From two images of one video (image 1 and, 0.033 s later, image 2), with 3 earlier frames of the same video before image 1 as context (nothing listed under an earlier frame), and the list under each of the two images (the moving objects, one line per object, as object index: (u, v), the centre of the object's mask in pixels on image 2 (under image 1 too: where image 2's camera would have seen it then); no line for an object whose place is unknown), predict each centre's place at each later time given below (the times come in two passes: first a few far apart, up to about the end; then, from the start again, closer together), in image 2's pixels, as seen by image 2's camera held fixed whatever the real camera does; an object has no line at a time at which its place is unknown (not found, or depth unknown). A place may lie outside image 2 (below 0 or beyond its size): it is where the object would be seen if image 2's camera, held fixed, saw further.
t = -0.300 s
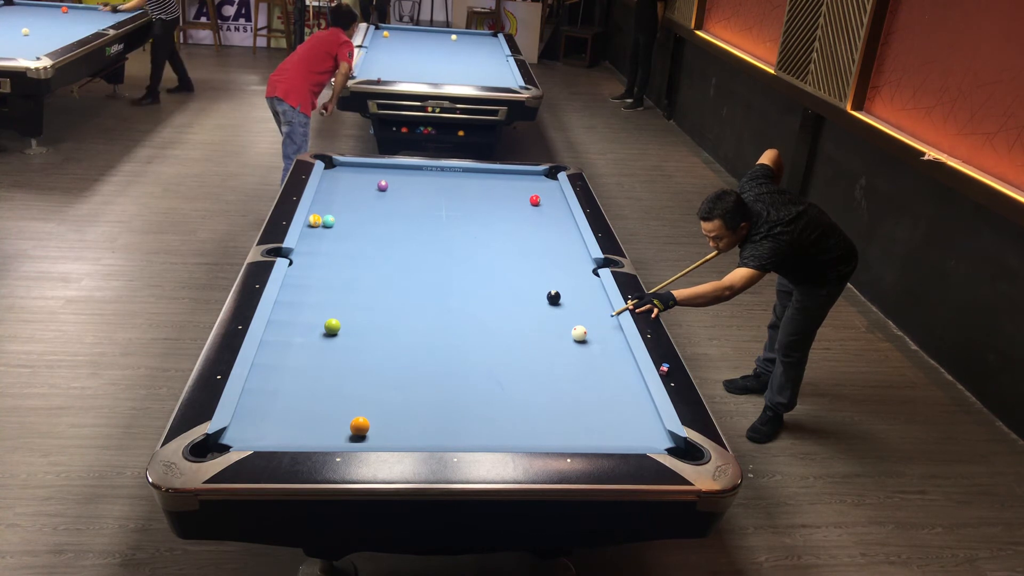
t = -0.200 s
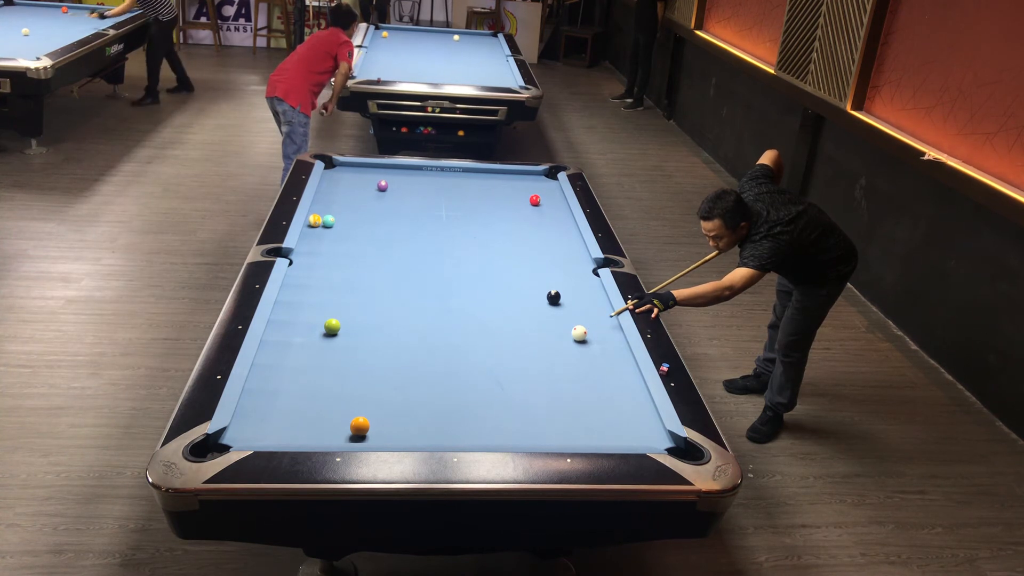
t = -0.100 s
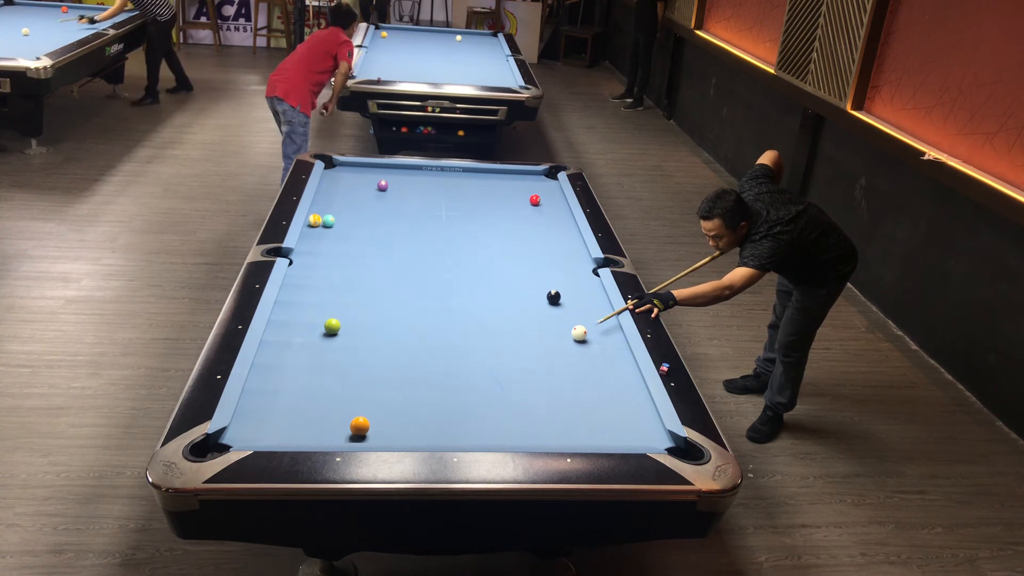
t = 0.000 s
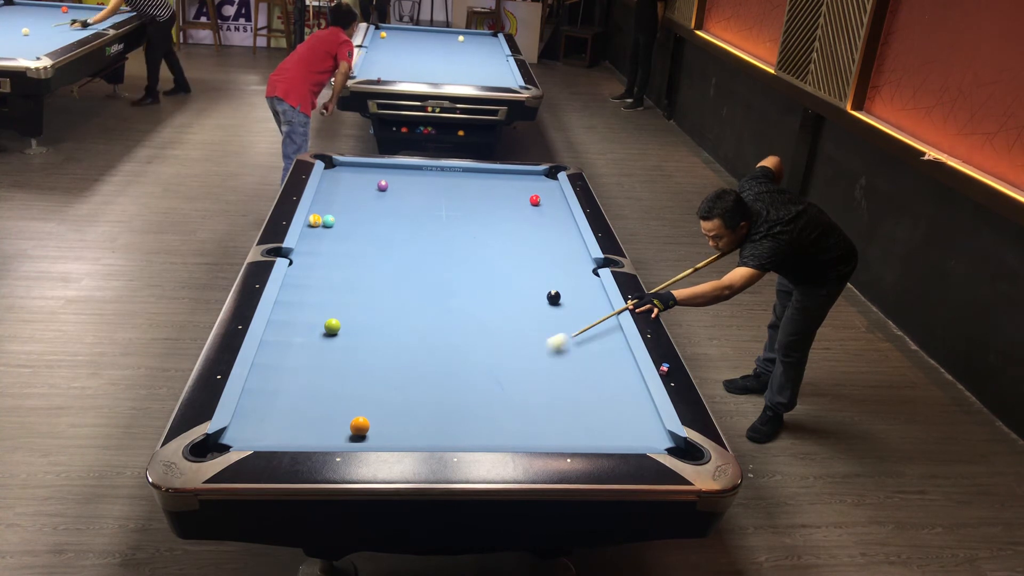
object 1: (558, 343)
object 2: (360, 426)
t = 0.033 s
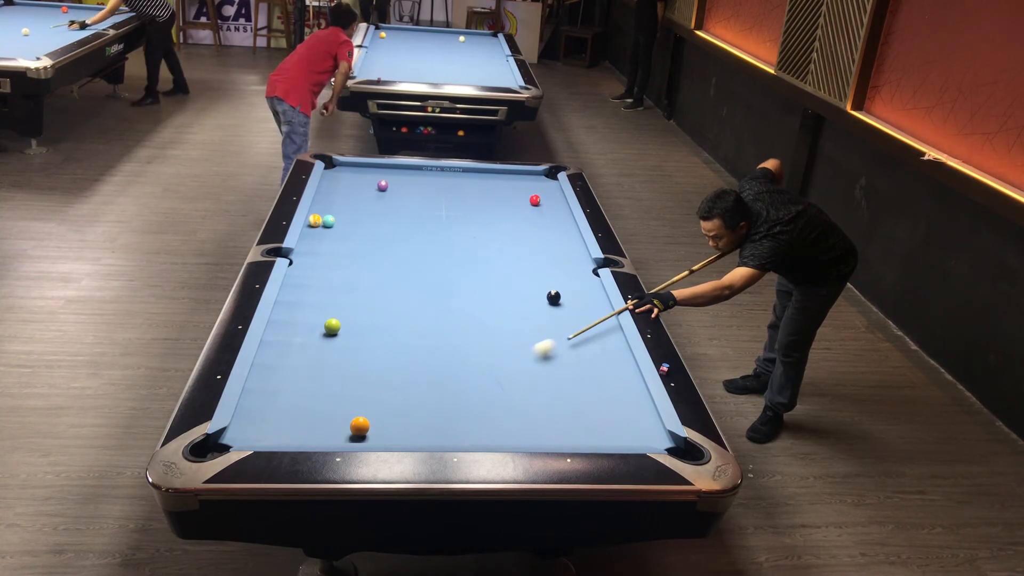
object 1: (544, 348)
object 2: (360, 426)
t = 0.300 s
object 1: (439, 396)
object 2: (360, 426)
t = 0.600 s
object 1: (381, 432)
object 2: (284, 432)
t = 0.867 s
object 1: (383, 411)
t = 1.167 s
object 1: (384, 391)
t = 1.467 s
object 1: (385, 374)
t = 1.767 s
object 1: (386, 360)
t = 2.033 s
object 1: (386, 348)
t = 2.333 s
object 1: (385, 338)
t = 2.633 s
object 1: (385, 329)
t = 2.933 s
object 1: (385, 321)
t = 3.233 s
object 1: (385, 315)
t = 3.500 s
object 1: (385, 310)
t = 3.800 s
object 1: (384, 306)
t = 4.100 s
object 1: (383, 303)
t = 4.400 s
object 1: (383, 301)
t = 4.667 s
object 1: (383, 300)
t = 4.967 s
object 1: (383, 300)
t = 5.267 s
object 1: (382, 299)
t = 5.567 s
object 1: (382, 299)
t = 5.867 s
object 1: (382, 299)
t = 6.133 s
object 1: (382, 299)
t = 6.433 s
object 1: (382, 299)
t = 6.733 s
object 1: (382, 299)
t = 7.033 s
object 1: (382, 299)
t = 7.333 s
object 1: (382, 300)
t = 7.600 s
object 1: (382, 300)
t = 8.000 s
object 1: (384, 299)
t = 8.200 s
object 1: (382, 300)
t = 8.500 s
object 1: (382, 300)
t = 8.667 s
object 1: (382, 300)
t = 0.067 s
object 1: (531, 354)
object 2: (360, 426)
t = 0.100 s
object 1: (518, 360)
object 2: (360, 426)
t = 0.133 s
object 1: (506, 366)
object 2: (360, 426)
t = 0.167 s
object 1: (493, 372)
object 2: (360, 426)
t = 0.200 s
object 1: (480, 378)
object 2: (360, 426)
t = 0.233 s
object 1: (466, 384)
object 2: (360, 426)
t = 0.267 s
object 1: (453, 390)
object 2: (360, 426)
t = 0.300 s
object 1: (439, 396)
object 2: (360, 426)
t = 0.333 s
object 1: (425, 403)
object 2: (360, 426)
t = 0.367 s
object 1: (410, 410)
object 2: (360, 426)
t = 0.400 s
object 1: (394, 418)
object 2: (360, 426)
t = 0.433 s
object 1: (380, 425)
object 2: (357, 424)
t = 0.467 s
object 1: (379, 432)
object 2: (342, 426)
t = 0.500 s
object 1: (379, 435)
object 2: (327, 428)
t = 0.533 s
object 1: (379, 436)
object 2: (312, 429)
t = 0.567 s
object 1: (381, 434)
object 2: (297, 430)
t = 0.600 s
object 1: (381, 432)
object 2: (284, 432)
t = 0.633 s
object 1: (382, 430)
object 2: (272, 432)
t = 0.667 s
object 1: (382, 426)
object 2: (260, 433)
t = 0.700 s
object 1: (383, 424)
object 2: (248, 434)
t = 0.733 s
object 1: (383, 421)
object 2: (237, 436)
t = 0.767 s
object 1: (383, 418)
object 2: (226, 438)
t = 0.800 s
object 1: (383, 416)
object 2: (220, 444)
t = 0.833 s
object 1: (383, 414)
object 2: (217, 451)
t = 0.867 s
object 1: (383, 411)
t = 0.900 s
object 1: (383, 409)
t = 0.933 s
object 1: (383, 406)
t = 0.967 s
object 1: (384, 404)
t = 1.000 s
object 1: (384, 402)
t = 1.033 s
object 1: (384, 399)
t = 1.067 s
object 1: (384, 397)
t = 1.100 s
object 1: (384, 395)
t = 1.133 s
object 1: (384, 393)
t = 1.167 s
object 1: (384, 391)
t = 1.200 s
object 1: (384, 389)
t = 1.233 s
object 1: (384, 387)
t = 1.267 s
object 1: (385, 385)
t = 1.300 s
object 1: (385, 383)
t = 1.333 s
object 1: (385, 381)
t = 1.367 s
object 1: (385, 379)
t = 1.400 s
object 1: (385, 378)
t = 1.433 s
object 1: (385, 376)
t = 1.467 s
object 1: (385, 374)
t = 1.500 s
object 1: (385, 372)
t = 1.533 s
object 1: (385, 371)
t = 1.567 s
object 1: (385, 369)
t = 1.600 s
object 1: (385, 367)
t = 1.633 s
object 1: (386, 366)
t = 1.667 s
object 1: (385, 364)
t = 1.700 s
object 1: (386, 363)
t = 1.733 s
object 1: (386, 361)
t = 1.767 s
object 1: (386, 360)
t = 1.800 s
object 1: (386, 358)
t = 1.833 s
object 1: (386, 357)
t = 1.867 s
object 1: (386, 355)
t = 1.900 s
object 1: (386, 354)
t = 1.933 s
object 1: (386, 352)
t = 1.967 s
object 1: (386, 351)
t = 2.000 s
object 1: (385, 350)
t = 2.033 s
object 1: (386, 348)
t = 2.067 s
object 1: (385, 347)
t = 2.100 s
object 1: (386, 346)
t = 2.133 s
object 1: (385, 345)
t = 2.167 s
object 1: (385, 344)
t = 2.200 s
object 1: (385, 342)
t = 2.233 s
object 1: (385, 341)
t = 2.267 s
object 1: (385, 340)
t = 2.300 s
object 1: (385, 339)
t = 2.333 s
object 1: (385, 338)
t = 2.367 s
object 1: (385, 337)
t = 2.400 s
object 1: (385, 335)
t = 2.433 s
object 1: (385, 334)
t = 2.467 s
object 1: (385, 333)
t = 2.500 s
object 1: (385, 333)
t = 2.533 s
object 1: (385, 331)
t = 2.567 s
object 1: (385, 330)
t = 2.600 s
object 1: (385, 329)
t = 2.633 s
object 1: (385, 329)
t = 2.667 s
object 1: (385, 328)
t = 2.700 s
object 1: (385, 327)
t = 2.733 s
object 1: (385, 326)
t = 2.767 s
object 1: (385, 325)
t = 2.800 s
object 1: (385, 324)
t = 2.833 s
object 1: (385, 324)
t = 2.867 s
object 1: (385, 323)
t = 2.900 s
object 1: (385, 322)
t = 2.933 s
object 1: (385, 321)
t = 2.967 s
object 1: (385, 320)
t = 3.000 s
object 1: (385, 320)
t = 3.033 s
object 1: (385, 319)
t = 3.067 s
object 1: (385, 318)
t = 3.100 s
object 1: (385, 317)
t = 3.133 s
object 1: (385, 317)
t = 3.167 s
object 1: (385, 316)
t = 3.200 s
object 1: (385, 315)
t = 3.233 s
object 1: (385, 315)
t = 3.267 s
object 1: (385, 314)
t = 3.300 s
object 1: (385, 314)
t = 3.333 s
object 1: (385, 313)
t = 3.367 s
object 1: (385, 312)
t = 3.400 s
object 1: (385, 312)
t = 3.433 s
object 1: (385, 311)
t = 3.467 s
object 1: (385, 311)
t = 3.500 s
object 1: (385, 310)
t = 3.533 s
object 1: (385, 310)
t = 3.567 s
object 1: (385, 309)
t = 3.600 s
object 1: (385, 309)
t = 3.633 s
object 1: (385, 309)
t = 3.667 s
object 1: (384, 308)
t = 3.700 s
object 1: (385, 308)
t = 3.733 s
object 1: (384, 307)
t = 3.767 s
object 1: (384, 307)
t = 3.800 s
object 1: (384, 306)
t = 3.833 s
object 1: (384, 306)
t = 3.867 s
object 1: (384, 305)
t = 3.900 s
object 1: (384, 305)
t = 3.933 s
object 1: (384, 305)
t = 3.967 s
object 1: (384, 304)
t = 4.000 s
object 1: (384, 304)
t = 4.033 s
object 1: (384, 304)
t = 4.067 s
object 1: (384, 303)
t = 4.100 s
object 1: (383, 303)
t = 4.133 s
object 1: (383, 303)
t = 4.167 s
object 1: (383, 303)
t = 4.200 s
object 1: (383, 302)
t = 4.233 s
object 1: (383, 302)
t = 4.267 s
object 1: (383, 302)
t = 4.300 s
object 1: (383, 302)
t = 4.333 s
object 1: (383, 302)
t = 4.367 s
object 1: (383, 301)
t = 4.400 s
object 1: (383, 301)
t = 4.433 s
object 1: (383, 301)
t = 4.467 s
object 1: (383, 301)
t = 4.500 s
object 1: (383, 301)
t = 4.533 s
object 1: (383, 300)
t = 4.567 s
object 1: (383, 300)
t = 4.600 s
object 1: (383, 300)
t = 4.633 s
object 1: (383, 300)
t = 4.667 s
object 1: (383, 300)
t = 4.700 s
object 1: (383, 300)
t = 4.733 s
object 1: (383, 300)
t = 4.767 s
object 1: (383, 300)
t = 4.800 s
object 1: (382, 300)
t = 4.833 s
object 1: (382, 300)
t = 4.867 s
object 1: (383, 300)
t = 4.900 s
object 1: (382, 300)
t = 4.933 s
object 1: (382, 299)
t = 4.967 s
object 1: (383, 300)
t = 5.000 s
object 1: (383, 299)
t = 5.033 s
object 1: (383, 299)
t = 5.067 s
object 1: (382, 299)
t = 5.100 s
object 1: (382, 299)
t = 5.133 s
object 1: (382, 299)
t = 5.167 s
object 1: (382, 299)
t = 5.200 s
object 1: (382, 299)
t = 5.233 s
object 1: (382, 299)
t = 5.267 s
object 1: (382, 299)
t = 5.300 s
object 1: (382, 299)
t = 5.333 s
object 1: (382, 299)
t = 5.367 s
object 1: (382, 299)
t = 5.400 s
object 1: (382, 299)
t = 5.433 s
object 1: (382, 299)
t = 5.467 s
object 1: (382, 299)
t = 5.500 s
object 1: (382, 299)
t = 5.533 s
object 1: (382, 299)
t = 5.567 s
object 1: (382, 299)
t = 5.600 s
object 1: (382, 299)
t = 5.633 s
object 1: (382, 299)
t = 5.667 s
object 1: (382, 299)
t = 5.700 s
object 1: (382, 299)
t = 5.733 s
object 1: (382, 299)
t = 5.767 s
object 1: (382, 299)
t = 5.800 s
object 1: (382, 299)
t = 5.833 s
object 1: (382, 299)
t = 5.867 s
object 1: (382, 299)
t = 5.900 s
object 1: (382, 299)
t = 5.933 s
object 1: (382, 299)
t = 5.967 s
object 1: (382, 299)
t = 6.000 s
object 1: (382, 299)
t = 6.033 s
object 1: (382, 299)
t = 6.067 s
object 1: (382, 299)
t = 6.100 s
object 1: (382, 299)
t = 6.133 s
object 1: (382, 299)
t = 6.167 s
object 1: (382, 299)
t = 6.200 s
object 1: (382, 299)
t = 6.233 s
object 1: (382, 299)
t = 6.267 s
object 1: (382, 299)
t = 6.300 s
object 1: (382, 299)
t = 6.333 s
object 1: (382, 299)
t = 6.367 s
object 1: (382, 299)
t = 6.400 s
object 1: (382, 299)
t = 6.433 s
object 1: (382, 299)
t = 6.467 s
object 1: (382, 299)
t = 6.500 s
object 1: (382, 299)
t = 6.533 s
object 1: (382, 299)
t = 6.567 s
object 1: (382, 299)
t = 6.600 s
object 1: (382, 299)
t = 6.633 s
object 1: (382, 299)
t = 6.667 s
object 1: (383, 299)
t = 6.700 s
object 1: (382, 299)
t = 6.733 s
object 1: (382, 299)
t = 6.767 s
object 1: (382, 299)
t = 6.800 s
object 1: (382, 299)
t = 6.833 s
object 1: (383, 299)
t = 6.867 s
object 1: (383, 299)
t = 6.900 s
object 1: (383, 299)
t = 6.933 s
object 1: (382, 299)
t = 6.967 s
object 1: (382, 299)
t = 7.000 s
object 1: (383, 299)
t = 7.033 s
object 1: (382, 299)
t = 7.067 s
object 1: (383, 299)
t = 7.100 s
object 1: (382, 299)
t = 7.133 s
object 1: (382, 300)
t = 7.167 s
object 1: (382, 300)
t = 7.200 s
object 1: (382, 300)
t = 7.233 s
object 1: (382, 300)
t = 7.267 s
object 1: (382, 300)
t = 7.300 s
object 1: (382, 300)
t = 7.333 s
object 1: (382, 300)
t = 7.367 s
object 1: (382, 300)
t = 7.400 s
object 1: (382, 300)
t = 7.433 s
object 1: (382, 300)
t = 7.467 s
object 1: (382, 300)
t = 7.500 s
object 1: (382, 300)
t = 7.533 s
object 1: (382, 300)
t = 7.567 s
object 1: (382, 300)
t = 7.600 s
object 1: (382, 300)
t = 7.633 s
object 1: (383, 300)
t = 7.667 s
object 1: (382, 300)
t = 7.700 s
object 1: (382, 300)
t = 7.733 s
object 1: (382, 300)
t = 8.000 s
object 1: (384, 299)
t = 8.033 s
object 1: (382, 299)
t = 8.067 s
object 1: (382, 299)
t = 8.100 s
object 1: (383, 300)
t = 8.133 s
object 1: (383, 300)
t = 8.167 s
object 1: (383, 300)
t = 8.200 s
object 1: (382, 300)
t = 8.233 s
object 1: (382, 300)
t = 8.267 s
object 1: (383, 300)
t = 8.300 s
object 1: (382, 300)
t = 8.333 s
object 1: (382, 300)
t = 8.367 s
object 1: (382, 300)
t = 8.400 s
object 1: (382, 300)
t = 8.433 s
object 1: (382, 300)
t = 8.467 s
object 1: (382, 300)
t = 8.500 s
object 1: (382, 300)
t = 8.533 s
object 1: (382, 300)
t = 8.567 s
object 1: (382, 299)
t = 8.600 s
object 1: (382, 300)
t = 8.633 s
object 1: (382, 300)
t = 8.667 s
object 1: (382, 300)
